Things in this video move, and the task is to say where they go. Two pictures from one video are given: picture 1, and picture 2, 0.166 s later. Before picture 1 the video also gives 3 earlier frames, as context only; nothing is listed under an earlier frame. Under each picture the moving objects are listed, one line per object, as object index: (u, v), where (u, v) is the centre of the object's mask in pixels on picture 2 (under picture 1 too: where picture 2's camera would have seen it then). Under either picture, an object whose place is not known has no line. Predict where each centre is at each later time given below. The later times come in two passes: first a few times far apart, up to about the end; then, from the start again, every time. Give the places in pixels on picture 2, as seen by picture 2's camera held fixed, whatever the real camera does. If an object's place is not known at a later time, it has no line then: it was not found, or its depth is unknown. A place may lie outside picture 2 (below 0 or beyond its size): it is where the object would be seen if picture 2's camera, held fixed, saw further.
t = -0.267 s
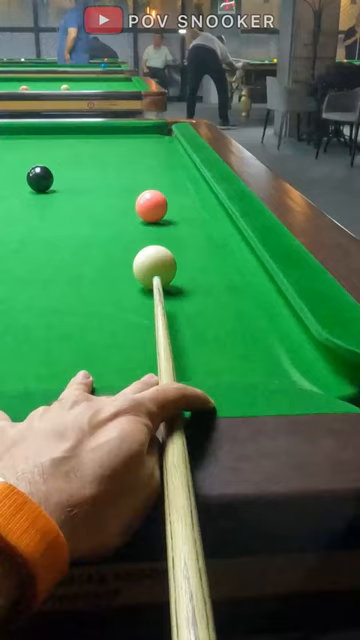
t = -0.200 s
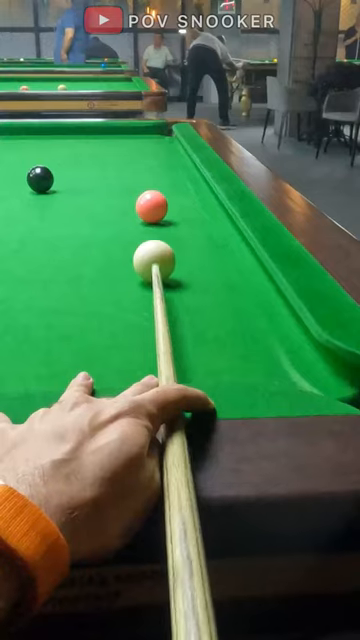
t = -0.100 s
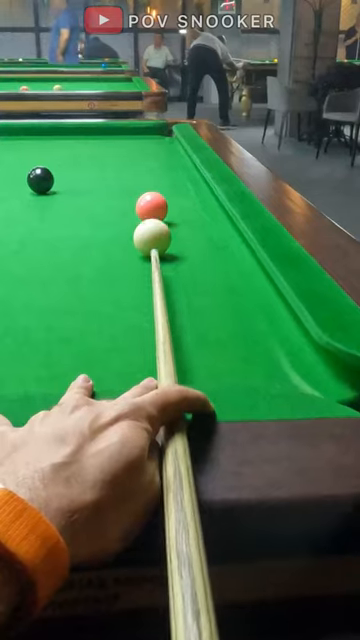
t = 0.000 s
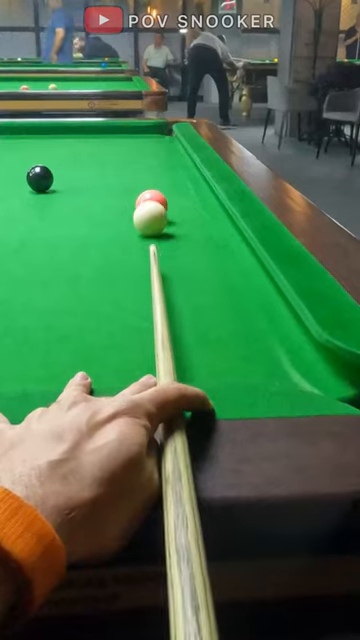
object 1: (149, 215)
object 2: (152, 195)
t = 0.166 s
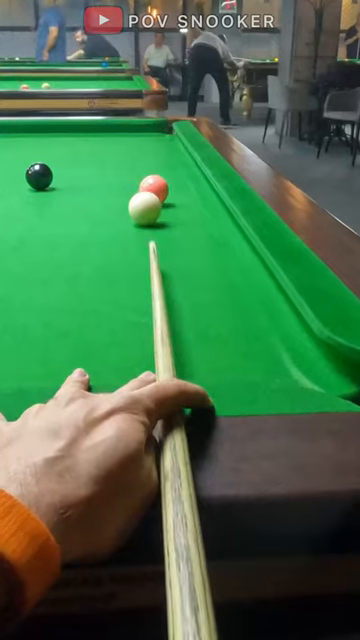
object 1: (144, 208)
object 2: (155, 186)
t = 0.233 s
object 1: (142, 206)
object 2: (155, 183)
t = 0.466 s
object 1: (136, 200)
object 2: (157, 172)
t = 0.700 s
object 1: (130, 195)
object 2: (158, 161)
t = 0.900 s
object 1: (126, 191)
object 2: (160, 153)
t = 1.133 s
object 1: (122, 188)
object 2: (161, 146)
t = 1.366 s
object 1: (119, 185)
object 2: (162, 140)
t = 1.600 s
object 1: (116, 183)
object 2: (162, 134)
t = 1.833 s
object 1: (114, 181)
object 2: (164, 130)
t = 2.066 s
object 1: (112, 180)
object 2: (164, 126)
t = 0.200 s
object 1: (143, 207)
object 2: (155, 185)
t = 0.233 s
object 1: (142, 206)
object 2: (155, 183)
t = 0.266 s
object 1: (142, 205)
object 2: (155, 182)
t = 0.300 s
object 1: (140, 205)
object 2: (155, 180)
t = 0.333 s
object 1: (140, 204)
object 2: (155, 179)
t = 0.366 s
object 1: (139, 203)
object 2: (156, 177)
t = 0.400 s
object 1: (138, 202)
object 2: (156, 176)
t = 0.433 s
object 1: (137, 201)
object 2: (156, 174)
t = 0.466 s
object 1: (136, 200)
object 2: (157, 172)
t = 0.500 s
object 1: (135, 199)
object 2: (157, 170)
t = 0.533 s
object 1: (134, 198)
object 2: (157, 169)
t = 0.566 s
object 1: (134, 198)
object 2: (157, 167)
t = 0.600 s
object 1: (133, 197)
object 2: (158, 165)
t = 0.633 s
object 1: (132, 196)
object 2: (158, 164)
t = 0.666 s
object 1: (131, 196)
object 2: (158, 163)
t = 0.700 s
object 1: (130, 195)
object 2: (158, 161)
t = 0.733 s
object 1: (129, 194)
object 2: (158, 160)
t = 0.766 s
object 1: (129, 194)
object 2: (159, 158)
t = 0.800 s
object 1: (128, 193)
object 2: (159, 157)
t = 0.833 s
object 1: (127, 193)
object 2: (159, 156)
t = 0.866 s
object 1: (127, 192)
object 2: (160, 155)
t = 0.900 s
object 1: (126, 191)
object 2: (160, 153)
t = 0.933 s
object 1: (125, 191)
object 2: (160, 152)
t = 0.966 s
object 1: (125, 190)
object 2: (160, 152)
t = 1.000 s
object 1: (124, 190)
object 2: (160, 150)
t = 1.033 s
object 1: (124, 189)
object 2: (160, 149)
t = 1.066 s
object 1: (123, 189)
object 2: (160, 148)
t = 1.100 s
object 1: (123, 188)
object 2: (161, 147)
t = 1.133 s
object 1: (122, 188)
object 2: (161, 146)
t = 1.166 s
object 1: (122, 187)
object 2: (161, 145)
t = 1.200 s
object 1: (121, 187)
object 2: (161, 144)
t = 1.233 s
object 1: (121, 187)
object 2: (161, 143)
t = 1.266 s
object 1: (120, 186)
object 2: (161, 142)
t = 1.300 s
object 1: (120, 186)
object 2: (161, 142)
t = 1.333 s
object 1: (119, 185)
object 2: (161, 141)
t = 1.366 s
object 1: (119, 185)
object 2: (162, 140)
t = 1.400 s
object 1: (119, 185)
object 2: (162, 139)
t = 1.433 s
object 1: (118, 184)
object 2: (162, 139)
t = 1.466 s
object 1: (118, 184)
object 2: (162, 138)
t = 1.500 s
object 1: (117, 184)
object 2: (162, 137)
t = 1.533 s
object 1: (117, 183)
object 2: (162, 136)
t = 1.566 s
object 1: (116, 183)
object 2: (162, 135)
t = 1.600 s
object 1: (116, 183)
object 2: (162, 134)
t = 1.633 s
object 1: (116, 182)
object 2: (163, 134)
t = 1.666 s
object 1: (115, 182)
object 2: (163, 133)
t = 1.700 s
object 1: (115, 182)
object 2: (163, 133)
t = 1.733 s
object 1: (115, 182)
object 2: (163, 132)
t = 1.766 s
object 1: (115, 181)
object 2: (163, 131)
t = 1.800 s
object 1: (114, 181)
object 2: (163, 131)
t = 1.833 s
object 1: (114, 181)
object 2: (164, 130)
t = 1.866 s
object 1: (114, 181)
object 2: (164, 130)
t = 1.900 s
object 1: (113, 181)
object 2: (164, 129)
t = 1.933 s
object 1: (113, 181)
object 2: (164, 129)
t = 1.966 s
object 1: (113, 180)
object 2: (164, 128)
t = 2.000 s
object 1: (113, 180)
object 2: (164, 127)
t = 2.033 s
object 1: (113, 180)
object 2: (164, 127)
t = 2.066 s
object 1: (112, 180)
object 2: (164, 126)
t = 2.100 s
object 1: (112, 180)
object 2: (165, 126)
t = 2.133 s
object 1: (112, 179)
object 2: (165, 125)
